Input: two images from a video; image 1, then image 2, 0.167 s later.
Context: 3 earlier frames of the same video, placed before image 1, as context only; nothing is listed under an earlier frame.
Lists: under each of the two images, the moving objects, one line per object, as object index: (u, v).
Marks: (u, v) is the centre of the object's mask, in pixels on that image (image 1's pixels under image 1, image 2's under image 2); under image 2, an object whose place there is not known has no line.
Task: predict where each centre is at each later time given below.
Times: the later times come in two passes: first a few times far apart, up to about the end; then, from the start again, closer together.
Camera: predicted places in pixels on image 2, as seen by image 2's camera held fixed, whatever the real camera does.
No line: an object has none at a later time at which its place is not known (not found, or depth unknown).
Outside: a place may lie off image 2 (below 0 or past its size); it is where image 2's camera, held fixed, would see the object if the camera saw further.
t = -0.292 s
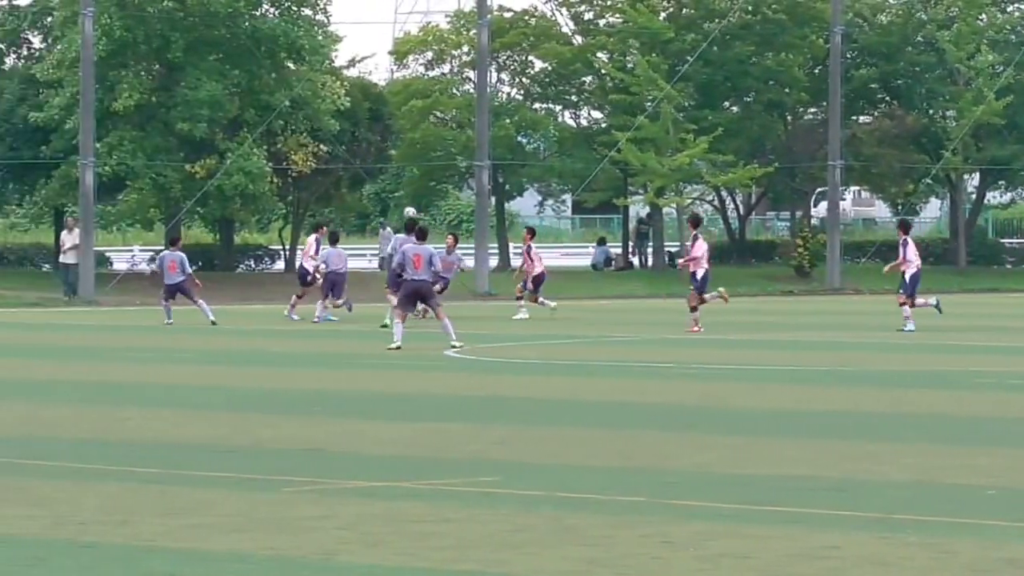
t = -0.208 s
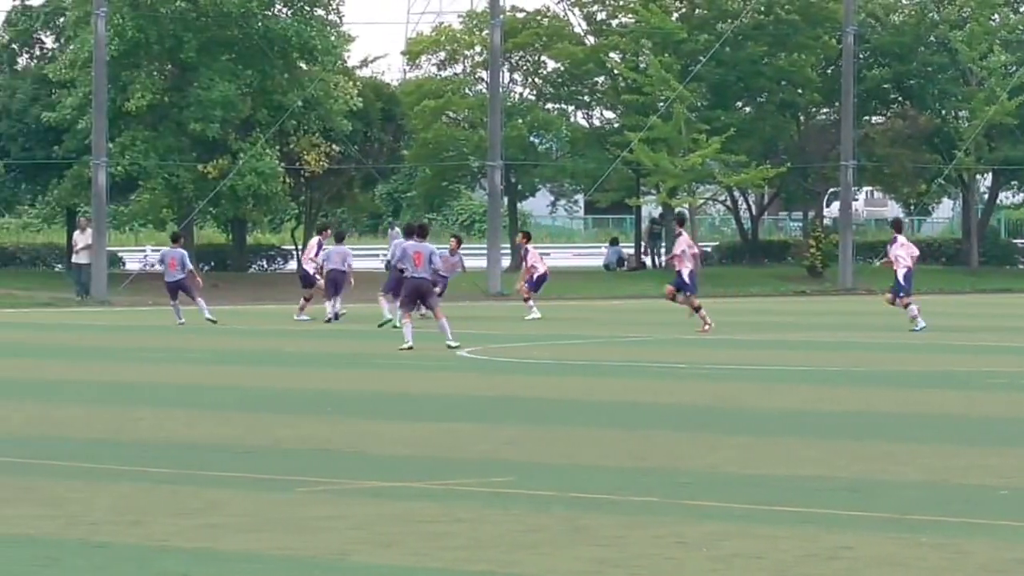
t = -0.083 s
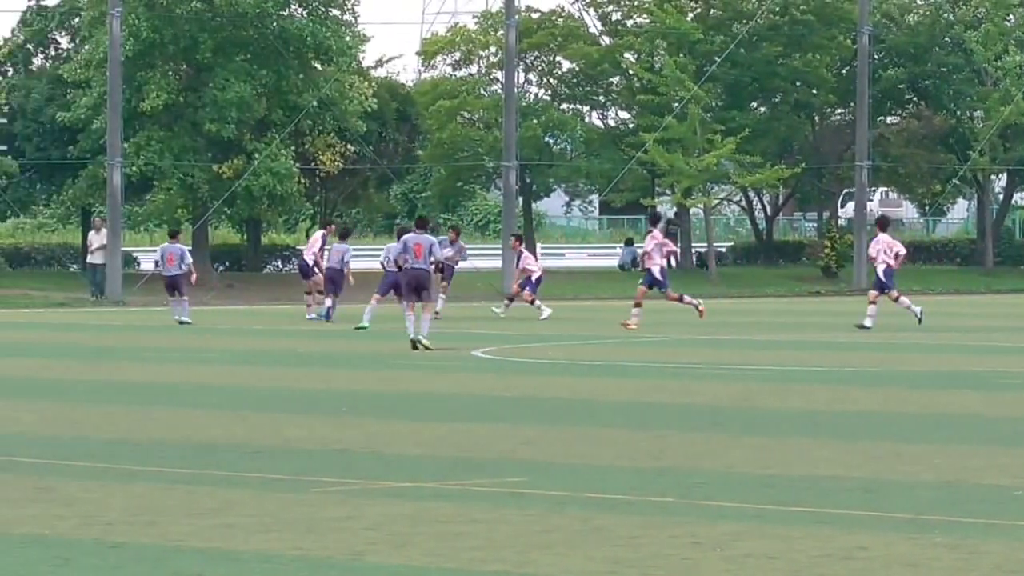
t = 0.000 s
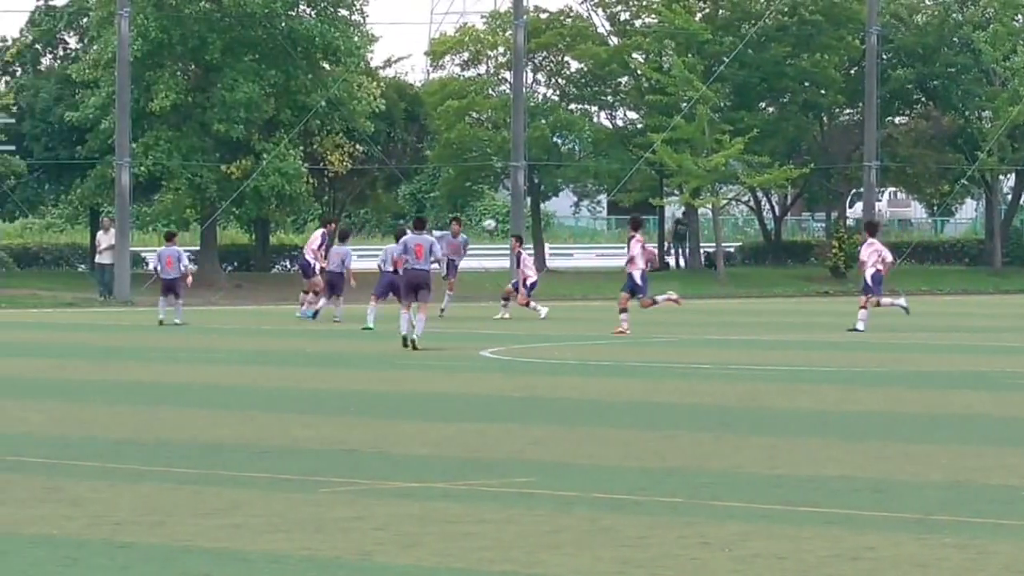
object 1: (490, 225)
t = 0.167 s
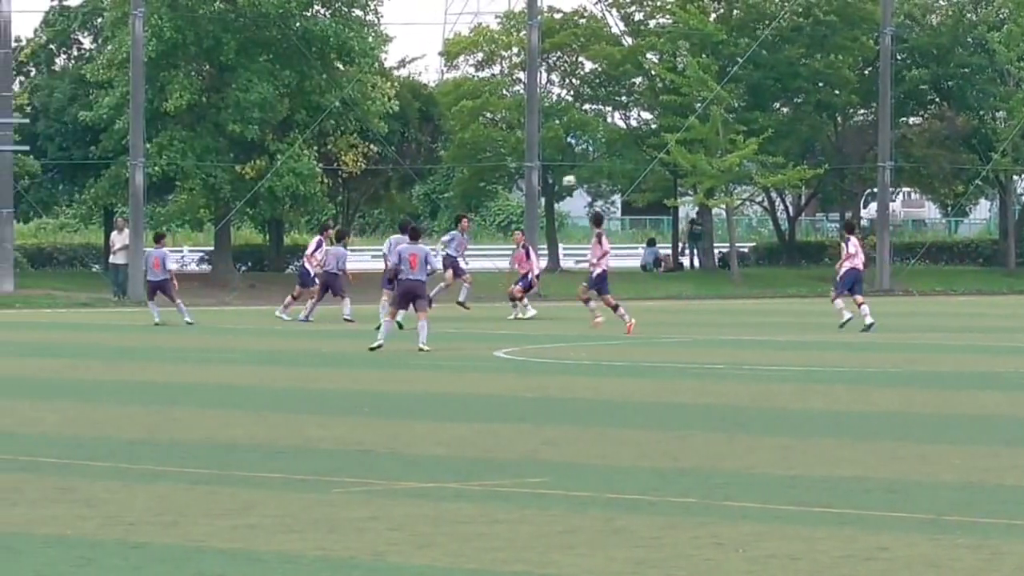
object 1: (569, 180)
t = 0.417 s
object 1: (667, 147)
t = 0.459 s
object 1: (679, 146)
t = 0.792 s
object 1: (804, 171)
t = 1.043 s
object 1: (894, 235)
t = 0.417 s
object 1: (667, 147)
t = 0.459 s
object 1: (679, 146)
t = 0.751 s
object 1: (792, 164)
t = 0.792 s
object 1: (804, 171)
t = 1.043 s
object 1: (894, 235)
